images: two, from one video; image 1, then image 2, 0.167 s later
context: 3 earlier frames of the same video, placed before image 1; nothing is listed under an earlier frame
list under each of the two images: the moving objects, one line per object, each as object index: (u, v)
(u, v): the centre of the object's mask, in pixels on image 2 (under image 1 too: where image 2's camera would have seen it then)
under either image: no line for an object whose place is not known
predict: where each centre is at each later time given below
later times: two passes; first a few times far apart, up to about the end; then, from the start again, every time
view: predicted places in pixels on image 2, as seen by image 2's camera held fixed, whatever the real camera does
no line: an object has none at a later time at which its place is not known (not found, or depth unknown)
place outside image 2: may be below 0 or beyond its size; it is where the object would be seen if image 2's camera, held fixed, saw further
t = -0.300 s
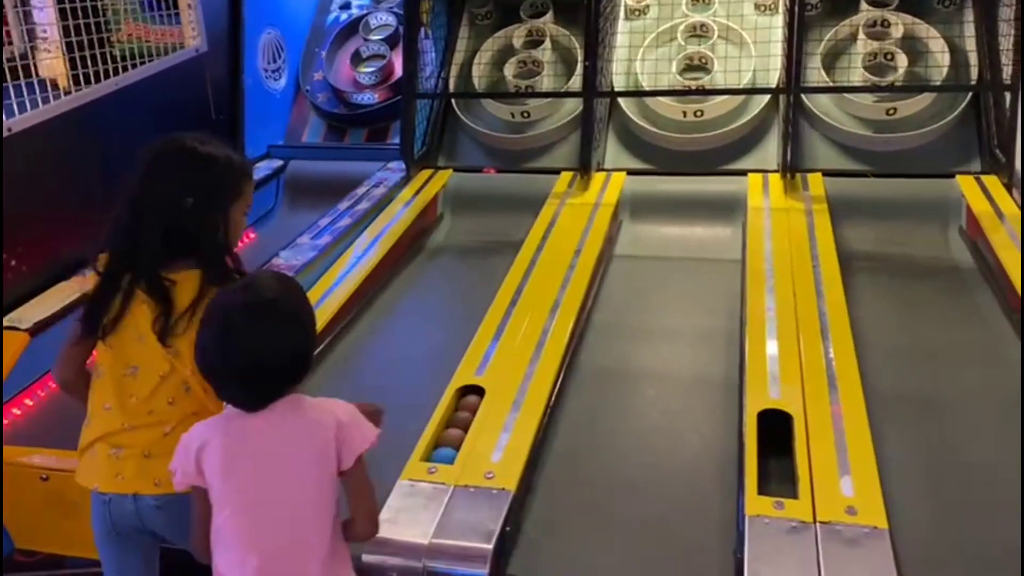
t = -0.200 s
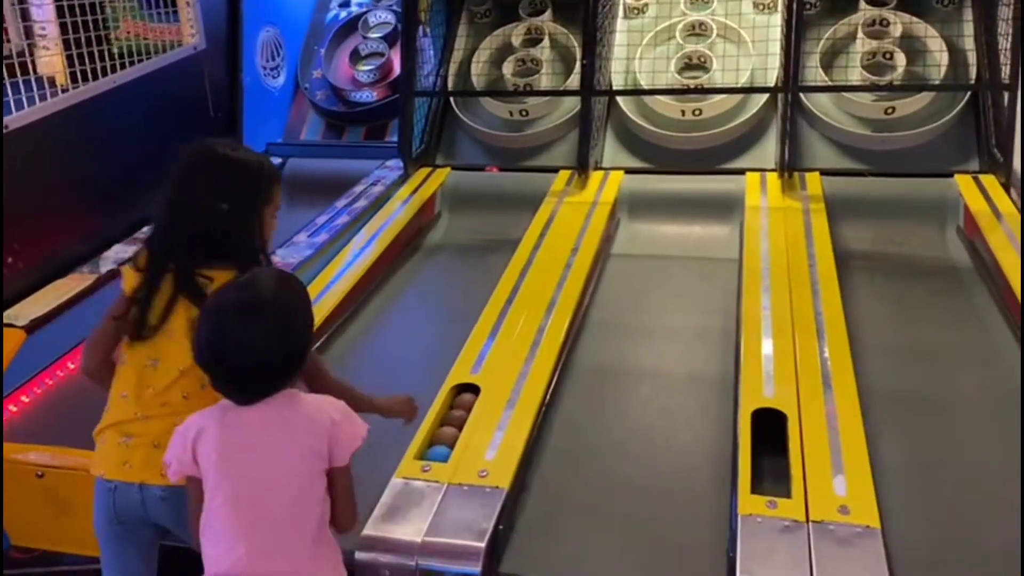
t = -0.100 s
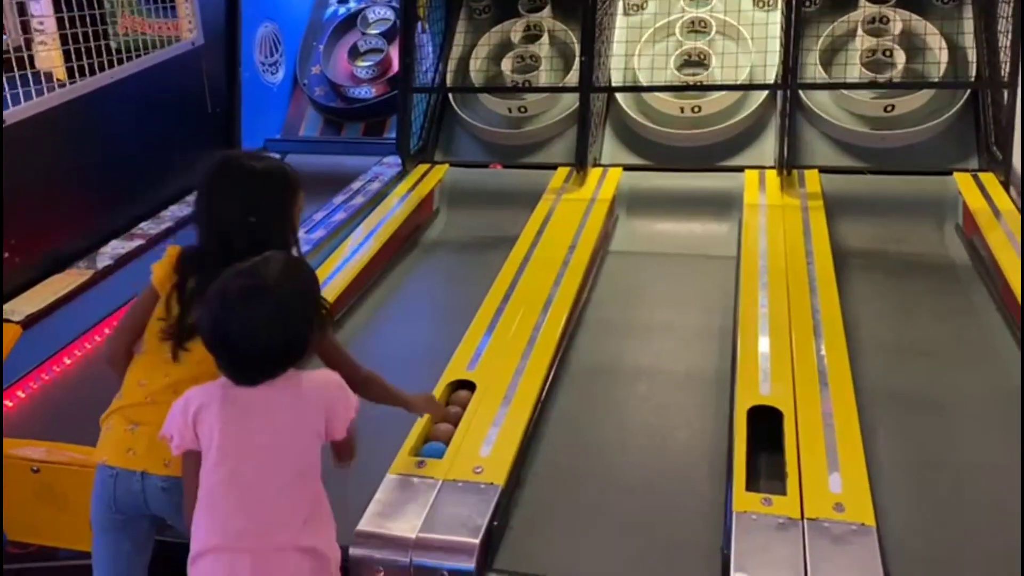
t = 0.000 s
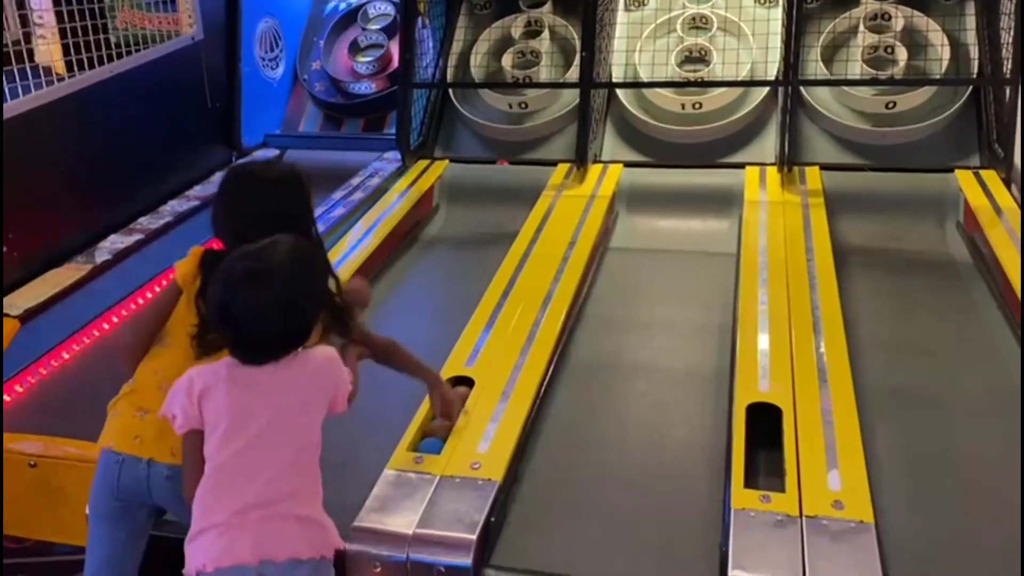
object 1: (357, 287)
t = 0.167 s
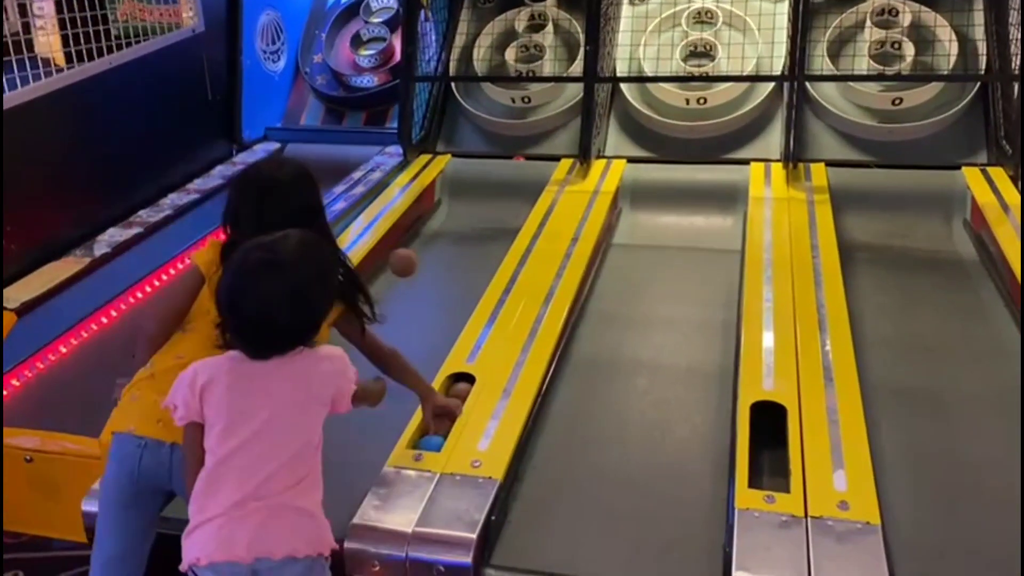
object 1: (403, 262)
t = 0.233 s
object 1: (420, 279)
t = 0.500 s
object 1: (462, 271)
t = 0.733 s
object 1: (488, 239)
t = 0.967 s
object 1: (508, 214)
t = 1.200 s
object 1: (516, 194)
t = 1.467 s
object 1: (509, 222)
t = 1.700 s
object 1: (499, 244)
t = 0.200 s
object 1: (412, 270)
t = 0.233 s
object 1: (420, 279)
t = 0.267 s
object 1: (429, 292)
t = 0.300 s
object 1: (435, 305)
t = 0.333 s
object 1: (440, 289)
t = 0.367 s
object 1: (444, 279)
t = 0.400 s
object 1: (449, 273)
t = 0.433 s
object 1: (453, 269)
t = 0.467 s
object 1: (458, 269)
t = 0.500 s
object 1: (462, 271)
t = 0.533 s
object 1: (466, 266)
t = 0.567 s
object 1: (470, 261)
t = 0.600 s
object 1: (474, 257)
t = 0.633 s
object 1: (478, 252)
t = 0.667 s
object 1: (481, 248)
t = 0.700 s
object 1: (485, 243)
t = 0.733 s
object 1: (488, 239)
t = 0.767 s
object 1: (492, 236)
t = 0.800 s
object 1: (494, 233)
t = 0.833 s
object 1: (499, 228)
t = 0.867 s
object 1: (501, 226)
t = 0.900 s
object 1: (504, 221)
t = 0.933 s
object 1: (506, 219)
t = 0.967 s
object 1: (508, 214)
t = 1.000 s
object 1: (510, 209)
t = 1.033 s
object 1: (513, 205)
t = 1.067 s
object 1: (515, 201)
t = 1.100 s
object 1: (516, 197)
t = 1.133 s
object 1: (516, 195)
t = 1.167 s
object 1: (516, 194)
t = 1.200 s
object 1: (516, 194)
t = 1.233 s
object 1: (516, 197)
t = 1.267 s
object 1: (516, 200)
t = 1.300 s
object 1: (515, 204)
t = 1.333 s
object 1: (514, 208)
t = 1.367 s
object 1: (513, 212)
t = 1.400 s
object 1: (512, 216)
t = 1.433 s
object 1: (510, 220)
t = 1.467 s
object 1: (509, 222)
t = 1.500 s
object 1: (508, 225)
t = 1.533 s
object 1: (507, 228)
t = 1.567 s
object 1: (506, 230)
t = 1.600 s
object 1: (504, 234)
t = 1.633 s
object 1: (503, 237)
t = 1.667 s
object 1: (500, 240)
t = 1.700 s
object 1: (499, 244)
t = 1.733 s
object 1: (498, 247)
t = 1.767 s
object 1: (496, 251)
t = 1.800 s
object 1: (494, 255)
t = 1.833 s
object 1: (492, 259)
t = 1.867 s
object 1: (491, 264)
